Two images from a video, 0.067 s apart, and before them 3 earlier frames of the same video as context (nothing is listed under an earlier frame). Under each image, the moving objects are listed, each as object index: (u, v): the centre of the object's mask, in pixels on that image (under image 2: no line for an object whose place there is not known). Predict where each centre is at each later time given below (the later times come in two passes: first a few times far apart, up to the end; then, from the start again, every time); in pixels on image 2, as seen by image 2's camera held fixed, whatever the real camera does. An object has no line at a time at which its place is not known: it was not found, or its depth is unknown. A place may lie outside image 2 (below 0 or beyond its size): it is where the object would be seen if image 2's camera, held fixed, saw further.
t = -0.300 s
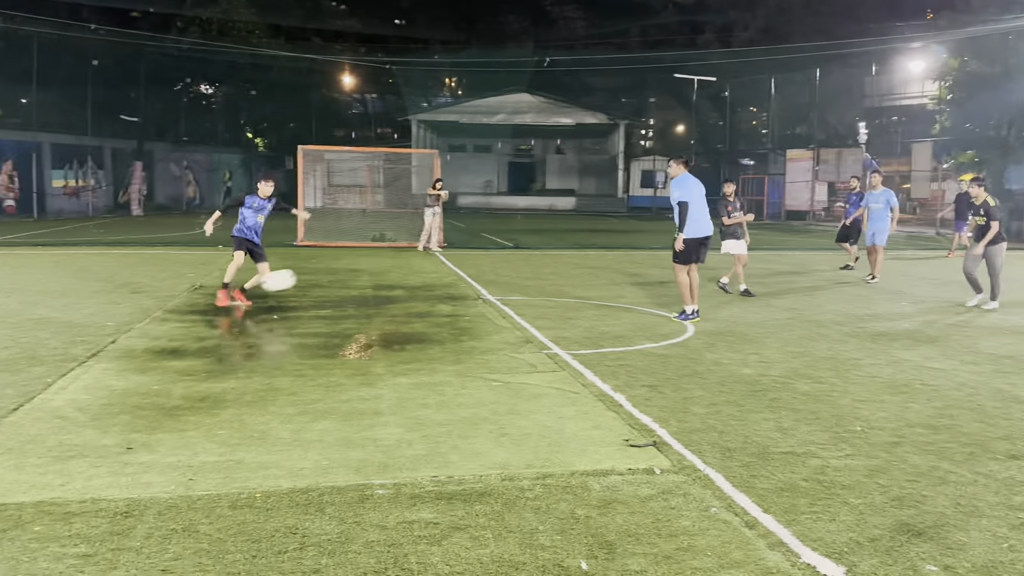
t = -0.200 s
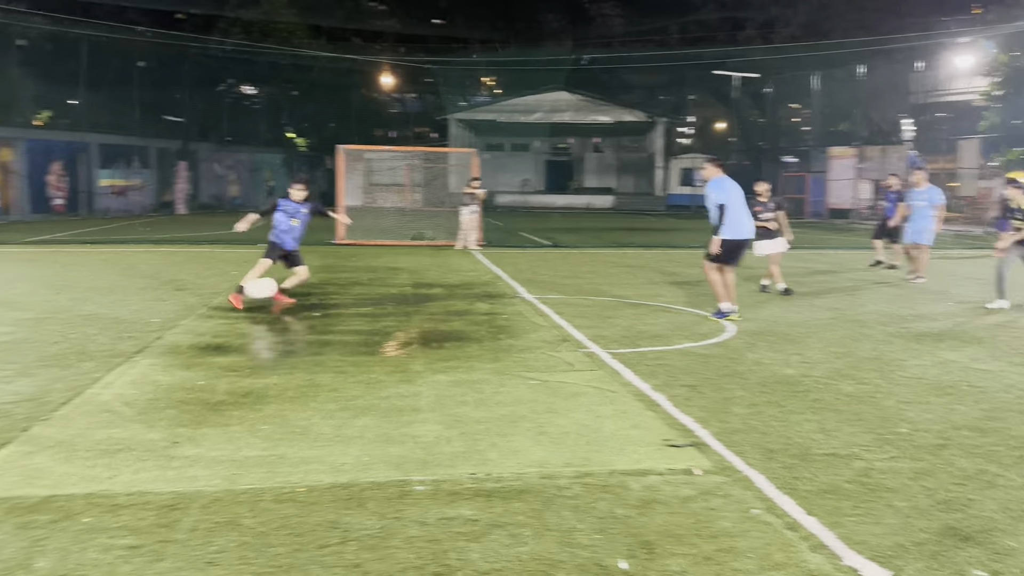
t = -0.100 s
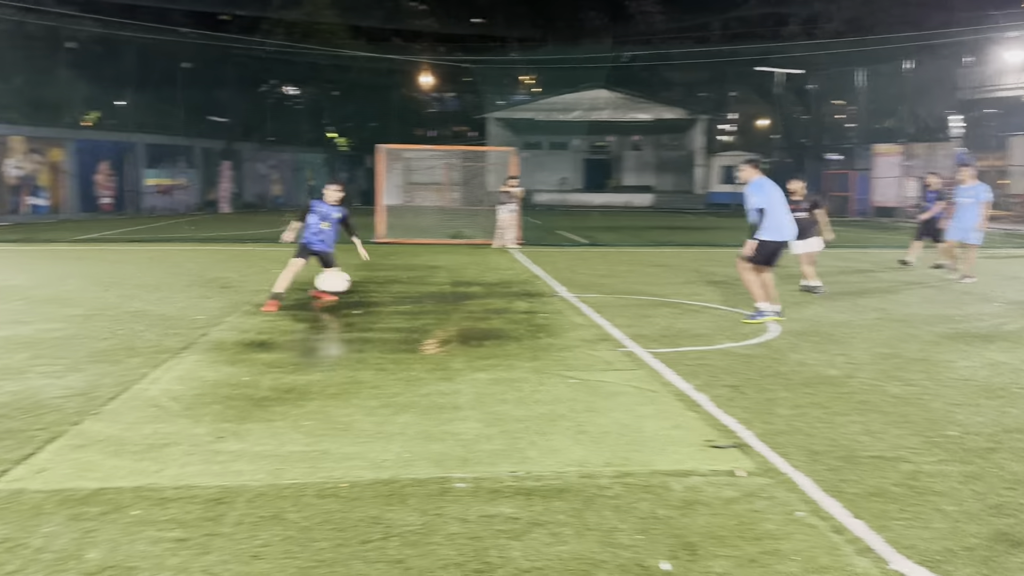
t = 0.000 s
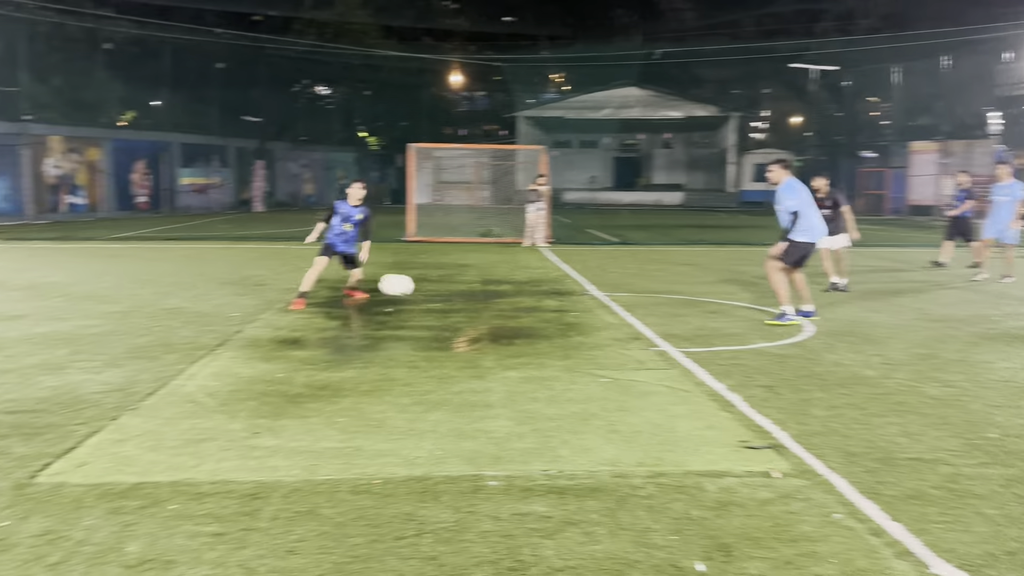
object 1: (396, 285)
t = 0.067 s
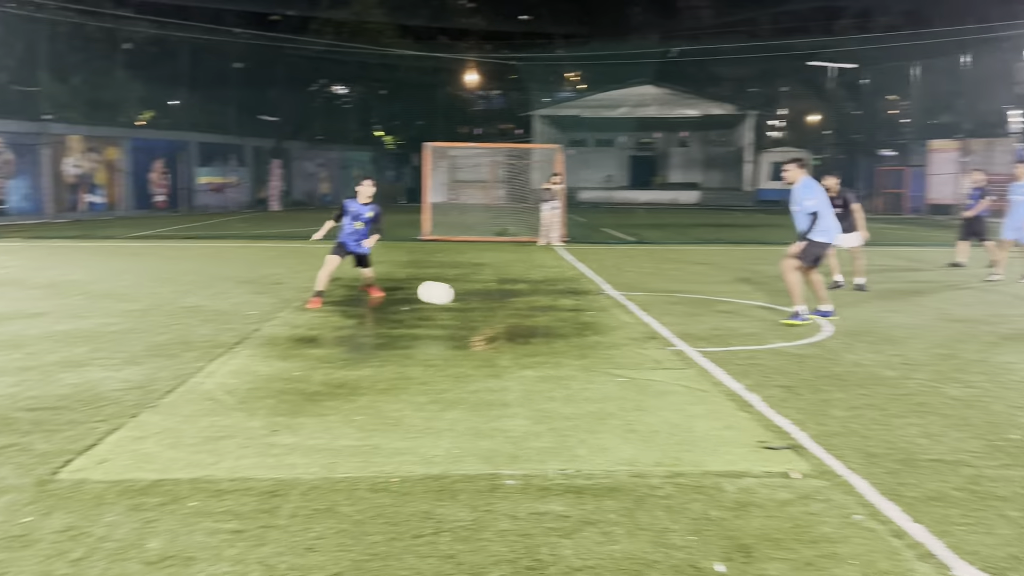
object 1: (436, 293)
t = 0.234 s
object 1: (499, 331)
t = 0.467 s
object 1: (596, 353)
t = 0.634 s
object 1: (668, 369)
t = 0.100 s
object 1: (448, 300)
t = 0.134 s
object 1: (460, 308)
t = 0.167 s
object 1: (473, 318)
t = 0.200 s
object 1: (486, 329)
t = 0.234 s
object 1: (499, 331)
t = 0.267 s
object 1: (512, 330)
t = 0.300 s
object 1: (525, 330)
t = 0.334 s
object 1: (538, 332)
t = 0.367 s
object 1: (552, 336)
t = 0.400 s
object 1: (566, 340)
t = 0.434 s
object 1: (581, 346)
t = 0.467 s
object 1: (596, 353)
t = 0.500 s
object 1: (610, 356)
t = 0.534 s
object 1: (624, 356)
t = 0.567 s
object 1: (639, 359)
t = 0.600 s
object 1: (653, 364)
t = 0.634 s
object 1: (668, 369)
